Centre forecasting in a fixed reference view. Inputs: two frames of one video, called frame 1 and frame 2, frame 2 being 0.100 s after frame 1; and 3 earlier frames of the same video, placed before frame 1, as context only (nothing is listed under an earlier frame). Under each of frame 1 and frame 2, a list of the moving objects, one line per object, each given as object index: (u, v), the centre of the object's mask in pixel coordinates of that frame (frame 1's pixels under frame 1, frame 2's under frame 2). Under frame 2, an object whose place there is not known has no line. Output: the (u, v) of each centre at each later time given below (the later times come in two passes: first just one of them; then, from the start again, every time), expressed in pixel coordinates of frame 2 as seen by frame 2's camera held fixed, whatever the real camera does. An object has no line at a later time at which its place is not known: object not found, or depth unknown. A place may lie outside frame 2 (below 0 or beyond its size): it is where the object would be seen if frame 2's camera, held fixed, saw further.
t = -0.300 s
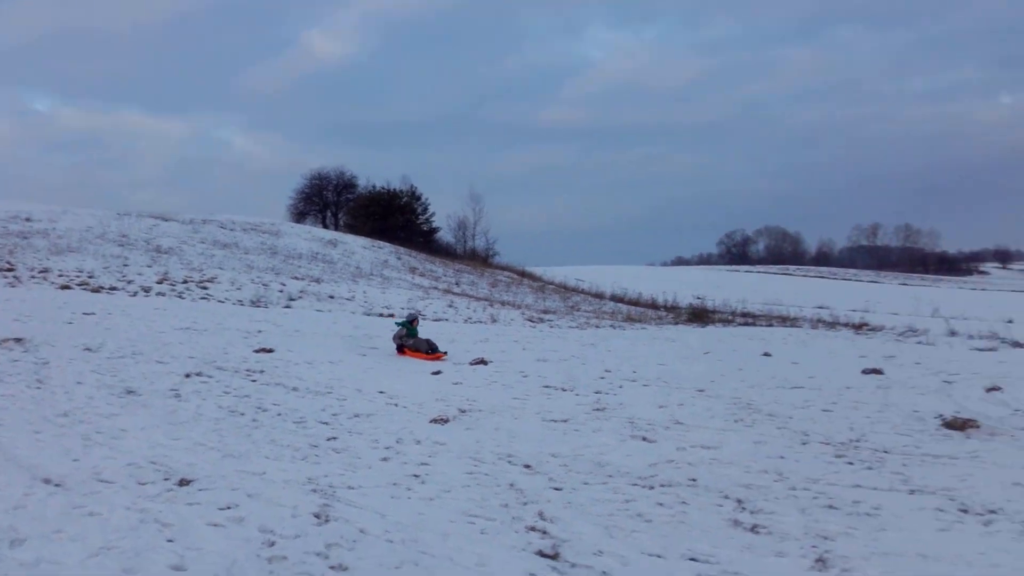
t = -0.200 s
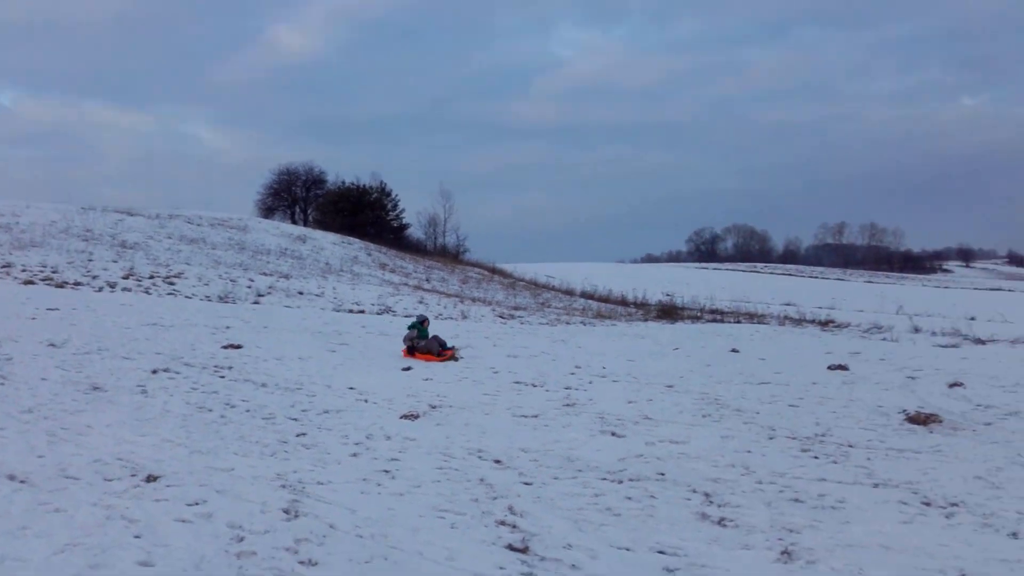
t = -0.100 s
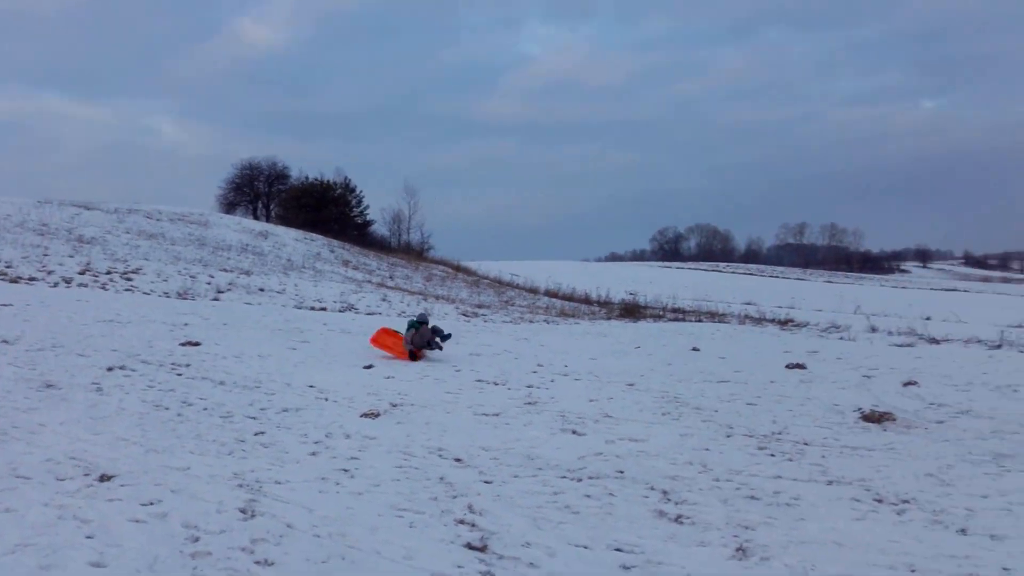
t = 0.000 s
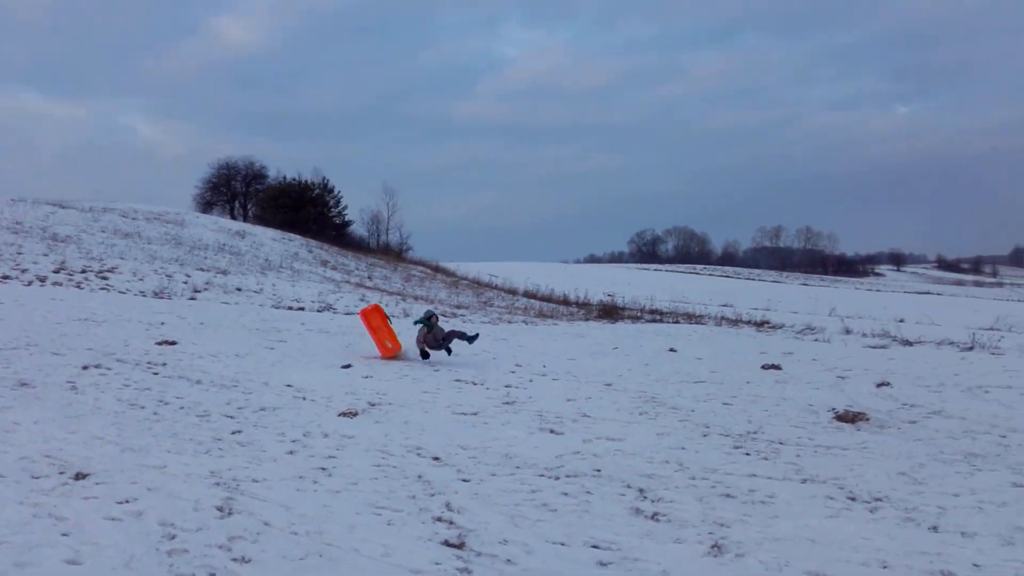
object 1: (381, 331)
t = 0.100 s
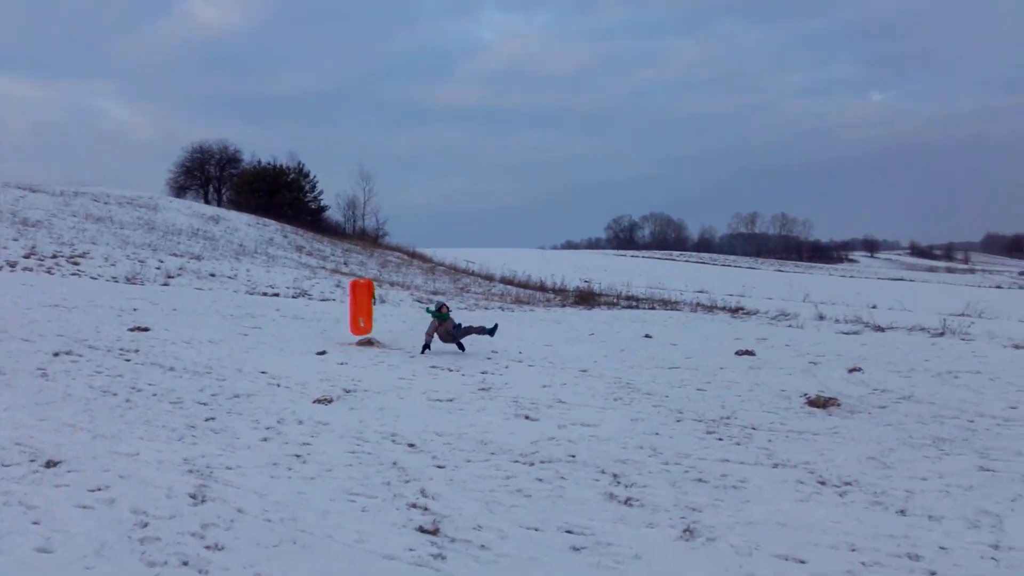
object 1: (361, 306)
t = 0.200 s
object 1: (364, 304)
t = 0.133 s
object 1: (362, 305)
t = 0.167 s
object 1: (363, 304)
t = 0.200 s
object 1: (364, 304)
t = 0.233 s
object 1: (365, 304)
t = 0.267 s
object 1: (366, 303)
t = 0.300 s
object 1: (368, 305)
